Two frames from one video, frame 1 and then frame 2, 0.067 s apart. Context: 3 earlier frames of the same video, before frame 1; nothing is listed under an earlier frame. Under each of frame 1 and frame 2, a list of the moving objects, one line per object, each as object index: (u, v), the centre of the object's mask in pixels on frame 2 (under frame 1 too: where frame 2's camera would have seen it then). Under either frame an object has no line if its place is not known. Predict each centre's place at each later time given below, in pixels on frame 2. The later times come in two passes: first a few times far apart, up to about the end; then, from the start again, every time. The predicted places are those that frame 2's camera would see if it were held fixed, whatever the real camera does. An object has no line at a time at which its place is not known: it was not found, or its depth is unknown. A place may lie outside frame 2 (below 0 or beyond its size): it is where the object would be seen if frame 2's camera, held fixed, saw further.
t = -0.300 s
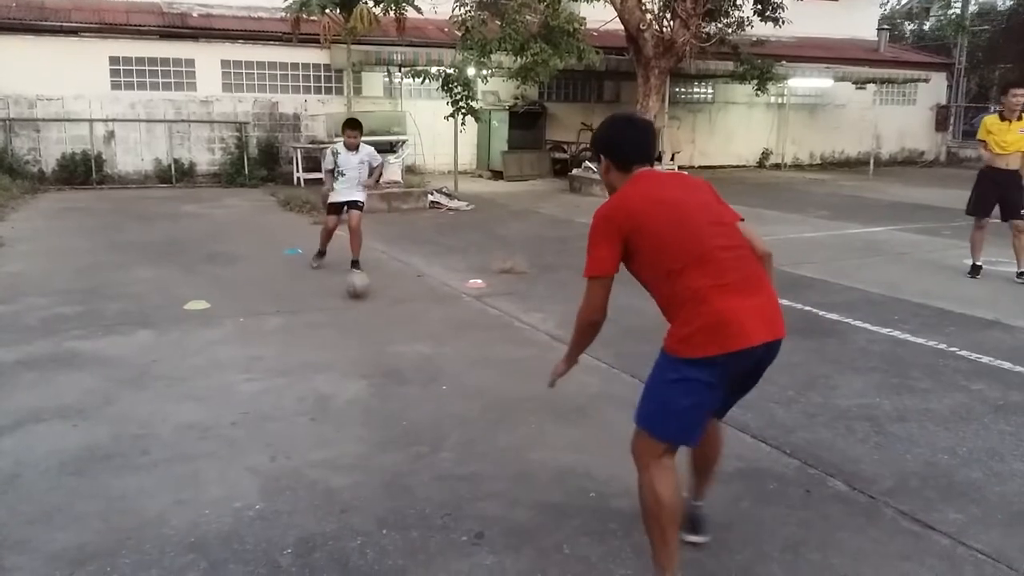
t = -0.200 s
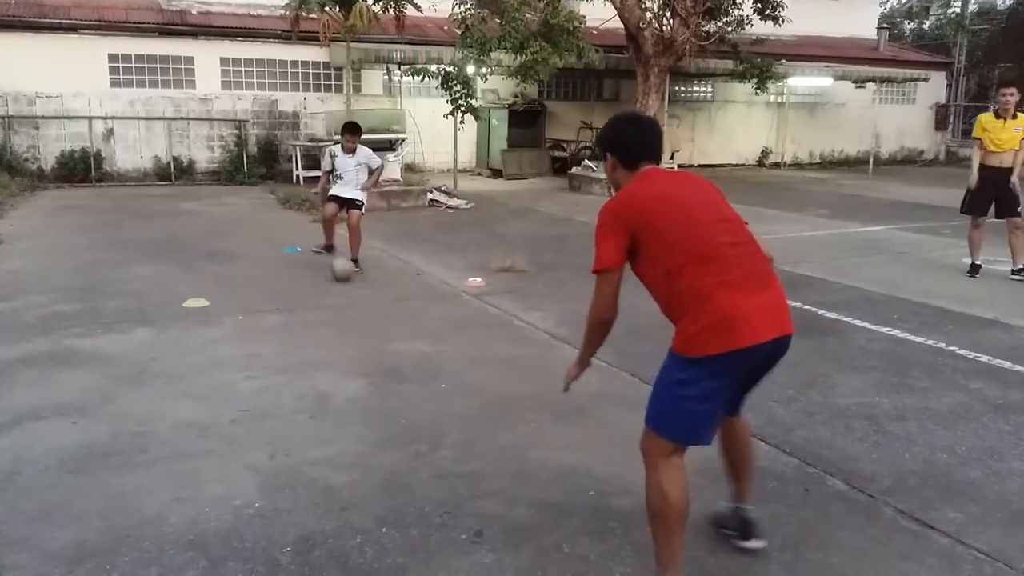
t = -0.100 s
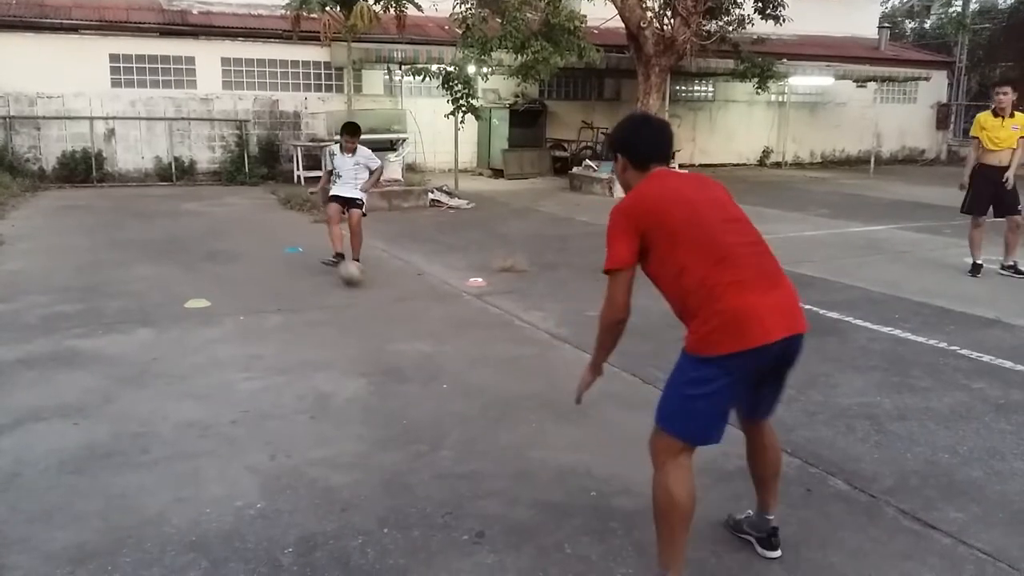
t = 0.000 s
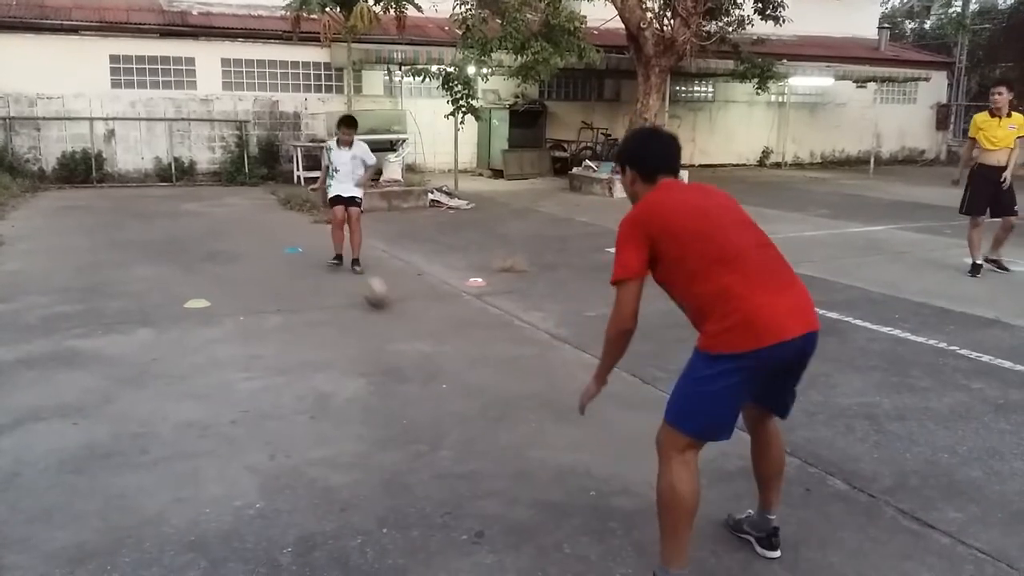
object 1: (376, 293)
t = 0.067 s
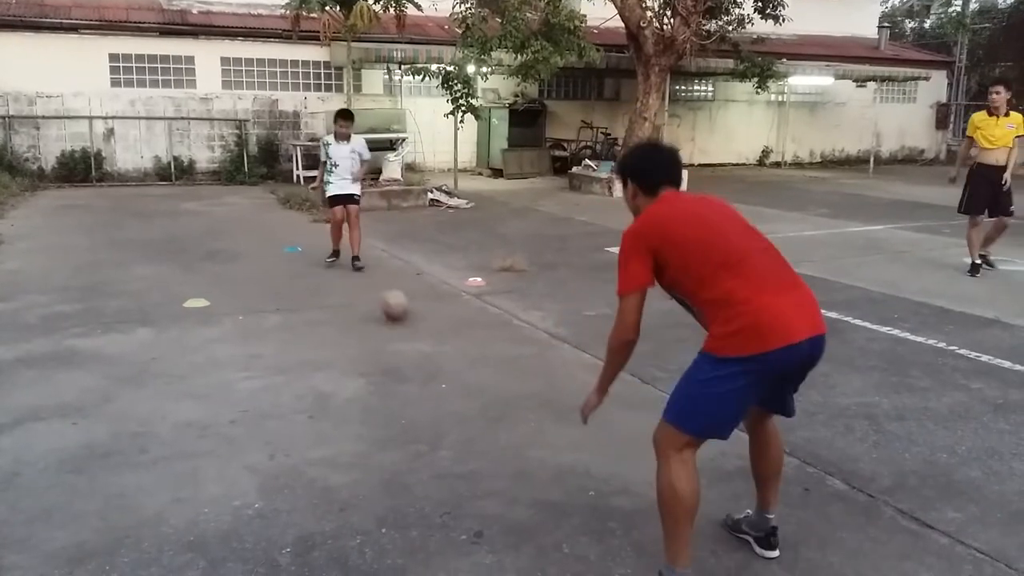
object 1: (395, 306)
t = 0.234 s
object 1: (449, 344)
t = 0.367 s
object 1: (499, 382)
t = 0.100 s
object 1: (406, 312)
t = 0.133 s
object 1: (415, 319)
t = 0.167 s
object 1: (429, 330)
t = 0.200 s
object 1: (439, 340)
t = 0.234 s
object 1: (449, 344)
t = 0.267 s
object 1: (460, 351)
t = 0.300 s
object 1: (473, 359)
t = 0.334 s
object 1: (486, 369)
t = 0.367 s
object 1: (499, 382)
